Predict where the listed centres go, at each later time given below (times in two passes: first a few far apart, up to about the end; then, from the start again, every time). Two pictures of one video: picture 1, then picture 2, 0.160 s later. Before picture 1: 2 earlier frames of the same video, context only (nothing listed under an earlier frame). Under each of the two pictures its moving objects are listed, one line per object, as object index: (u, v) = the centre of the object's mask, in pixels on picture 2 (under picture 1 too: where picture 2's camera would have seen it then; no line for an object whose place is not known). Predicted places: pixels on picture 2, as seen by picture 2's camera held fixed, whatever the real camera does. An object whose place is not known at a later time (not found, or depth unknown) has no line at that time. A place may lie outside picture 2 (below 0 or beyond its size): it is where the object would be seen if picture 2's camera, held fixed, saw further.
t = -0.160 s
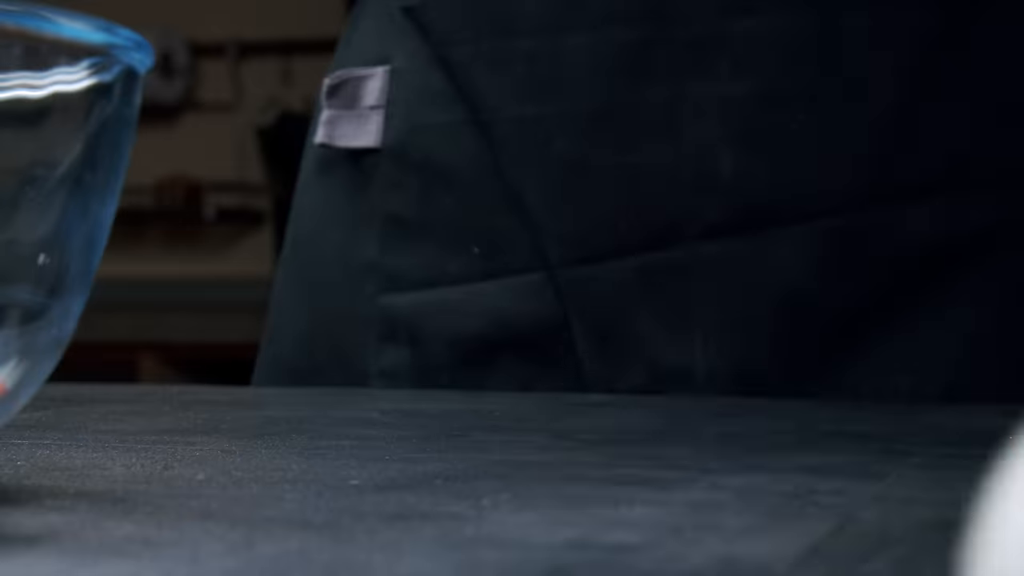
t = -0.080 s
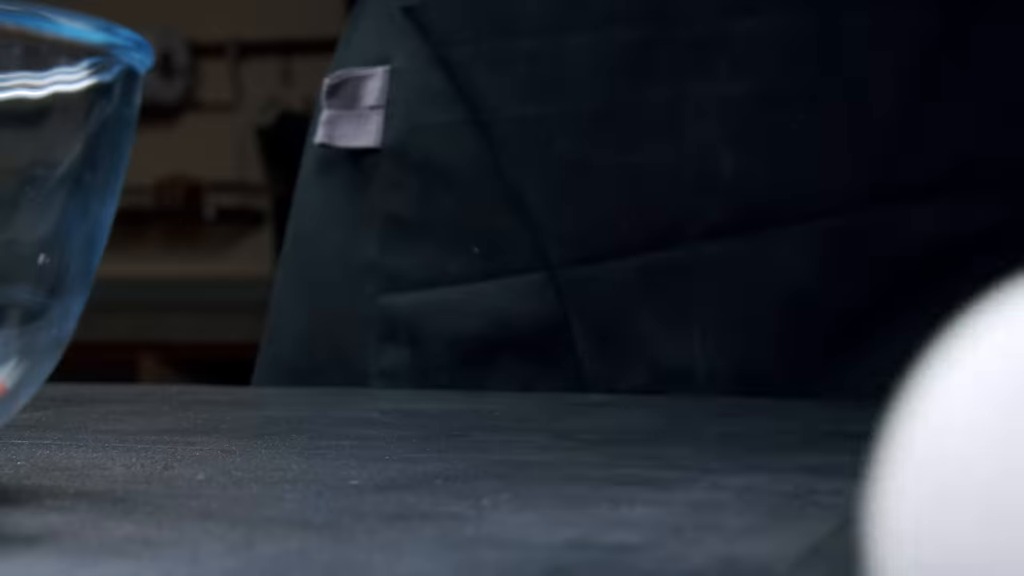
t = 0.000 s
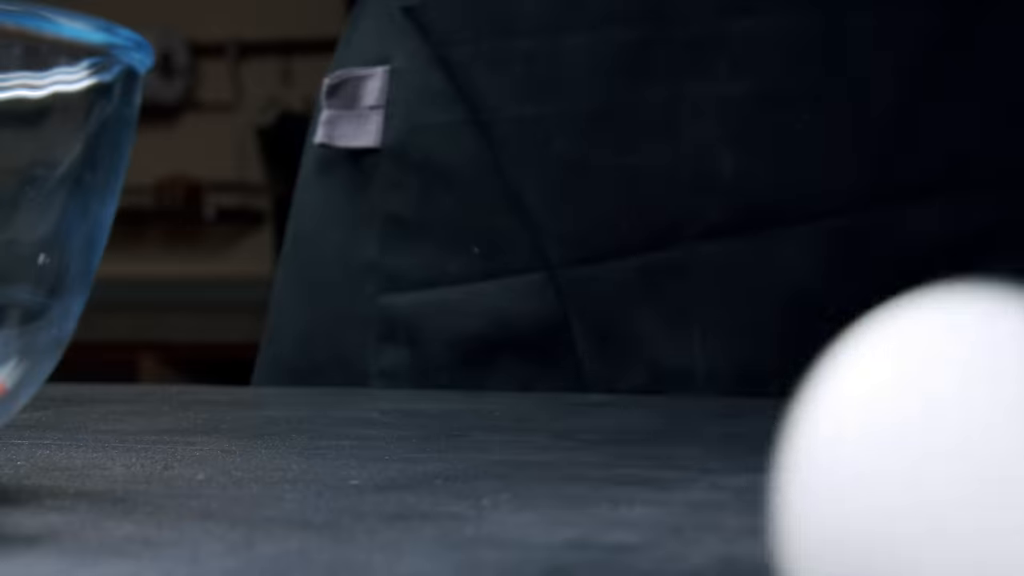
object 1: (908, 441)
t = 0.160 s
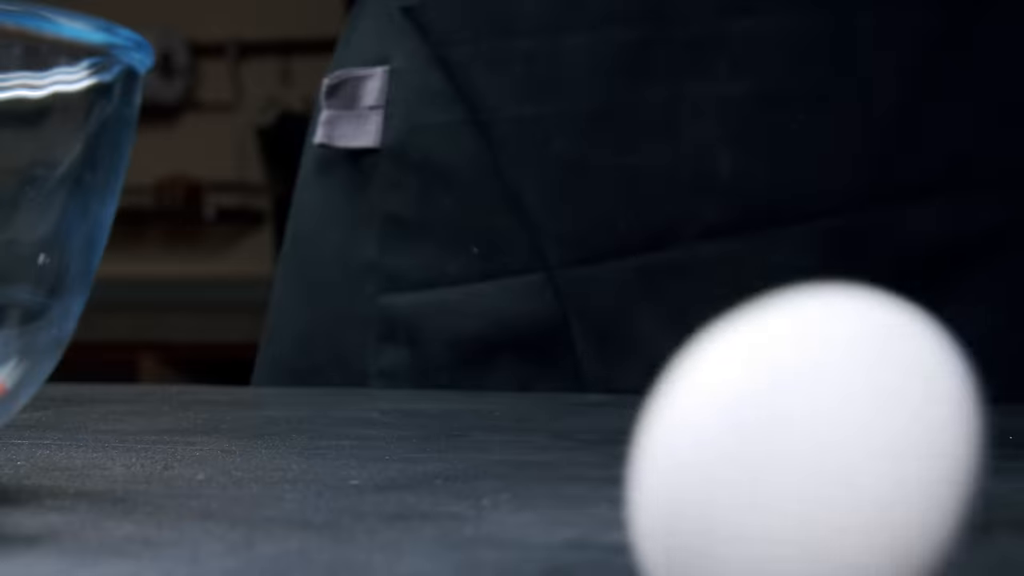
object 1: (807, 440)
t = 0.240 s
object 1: (736, 430)
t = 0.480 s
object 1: (586, 416)
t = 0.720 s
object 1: (474, 405)
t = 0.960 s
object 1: (388, 395)
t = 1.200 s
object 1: (325, 377)
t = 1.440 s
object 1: (264, 355)
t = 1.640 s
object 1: (228, 353)
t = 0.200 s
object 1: (770, 429)
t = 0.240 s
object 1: (736, 430)
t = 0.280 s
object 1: (704, 439)
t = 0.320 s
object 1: (676, 452)
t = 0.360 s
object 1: (650, 453)
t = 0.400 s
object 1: (627, 442)
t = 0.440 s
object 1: (606, 426)
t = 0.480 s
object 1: (586, 416)
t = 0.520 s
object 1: (567, 413)
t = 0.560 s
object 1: (549, 415)
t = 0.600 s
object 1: (530, 421)
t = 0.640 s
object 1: (511, 425)
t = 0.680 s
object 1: (492, 418)
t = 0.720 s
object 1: (474, 405)
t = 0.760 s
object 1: (457, 392)
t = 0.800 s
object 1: (442, 387)
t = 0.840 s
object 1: (427, 389)
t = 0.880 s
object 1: (414, 395)
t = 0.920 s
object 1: (400, 399)
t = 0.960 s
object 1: (388, 395)
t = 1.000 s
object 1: (377, 385)
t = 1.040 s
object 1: (366, 376)
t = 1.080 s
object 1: (355, 370)
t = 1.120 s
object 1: (346, 369)
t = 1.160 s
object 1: (336, 372)
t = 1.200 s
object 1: (325, 377)
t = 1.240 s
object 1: (314, 379)
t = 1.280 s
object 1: (303, 375)
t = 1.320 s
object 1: (292, 366)
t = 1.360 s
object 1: (282, 358)
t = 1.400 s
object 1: (273, 355)
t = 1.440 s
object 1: (264, 355)
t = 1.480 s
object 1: (256, 360)
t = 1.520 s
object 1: (249, 365)
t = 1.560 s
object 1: (241, 365)
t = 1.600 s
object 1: (234, 360)
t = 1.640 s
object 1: (228, 353)
